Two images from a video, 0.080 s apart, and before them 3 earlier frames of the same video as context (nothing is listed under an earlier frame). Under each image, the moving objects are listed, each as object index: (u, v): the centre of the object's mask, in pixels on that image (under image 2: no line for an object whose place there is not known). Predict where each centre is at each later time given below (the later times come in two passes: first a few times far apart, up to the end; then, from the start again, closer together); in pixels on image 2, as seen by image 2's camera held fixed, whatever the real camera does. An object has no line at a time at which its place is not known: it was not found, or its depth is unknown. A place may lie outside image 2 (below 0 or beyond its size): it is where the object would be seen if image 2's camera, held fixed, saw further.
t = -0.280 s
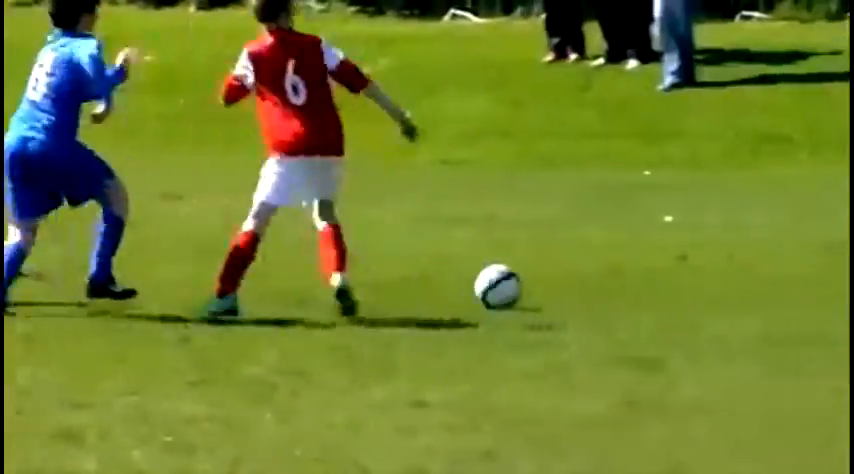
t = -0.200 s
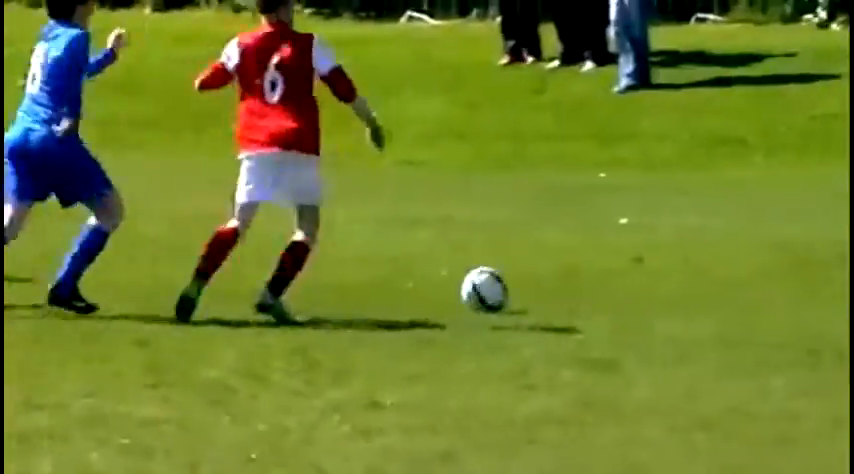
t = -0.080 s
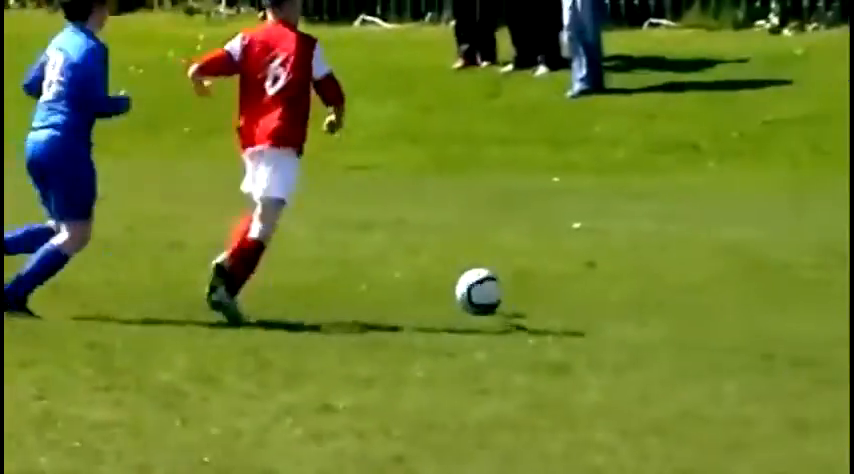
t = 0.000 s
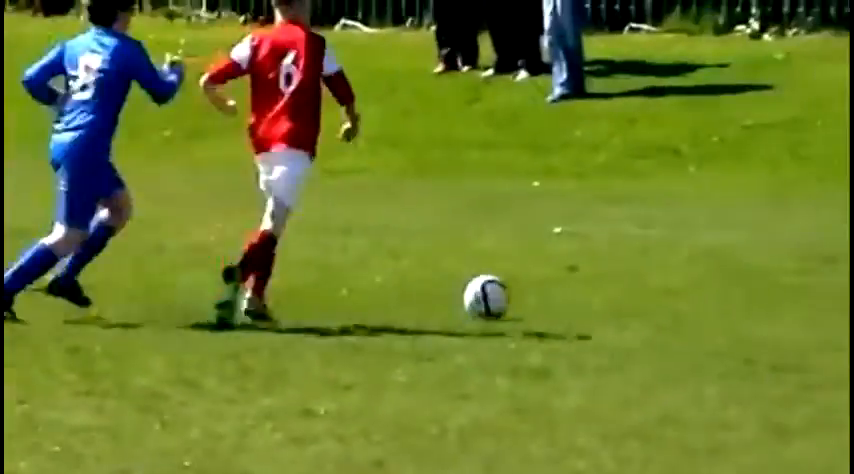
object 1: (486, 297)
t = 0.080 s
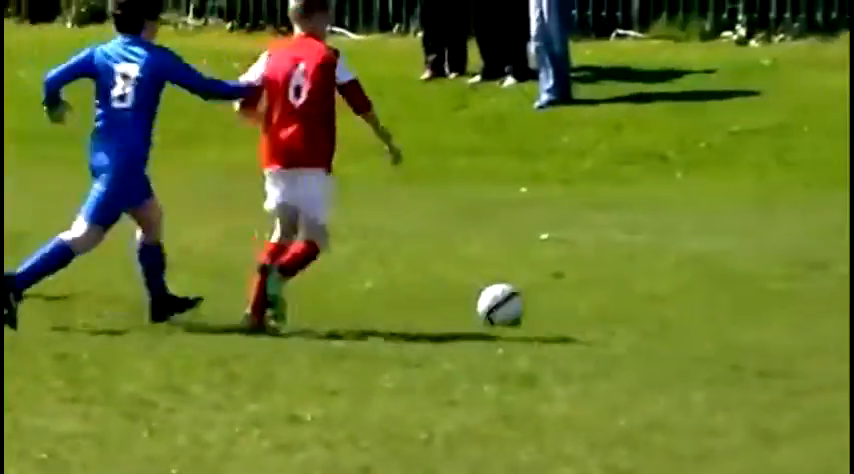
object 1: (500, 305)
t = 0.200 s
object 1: (536, 302)
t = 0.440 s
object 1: (606, 302)
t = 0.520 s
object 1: (628, 304)
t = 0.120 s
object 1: (512, 302)
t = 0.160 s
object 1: (524, 301)
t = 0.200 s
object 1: (536, 302)
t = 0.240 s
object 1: (549, 304)
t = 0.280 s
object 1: (560, 303)
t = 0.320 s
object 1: (572, 303)
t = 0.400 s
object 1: (595, 303)
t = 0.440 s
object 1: (606, 302)
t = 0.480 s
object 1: (616, 303)
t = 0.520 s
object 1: (628, 304)
